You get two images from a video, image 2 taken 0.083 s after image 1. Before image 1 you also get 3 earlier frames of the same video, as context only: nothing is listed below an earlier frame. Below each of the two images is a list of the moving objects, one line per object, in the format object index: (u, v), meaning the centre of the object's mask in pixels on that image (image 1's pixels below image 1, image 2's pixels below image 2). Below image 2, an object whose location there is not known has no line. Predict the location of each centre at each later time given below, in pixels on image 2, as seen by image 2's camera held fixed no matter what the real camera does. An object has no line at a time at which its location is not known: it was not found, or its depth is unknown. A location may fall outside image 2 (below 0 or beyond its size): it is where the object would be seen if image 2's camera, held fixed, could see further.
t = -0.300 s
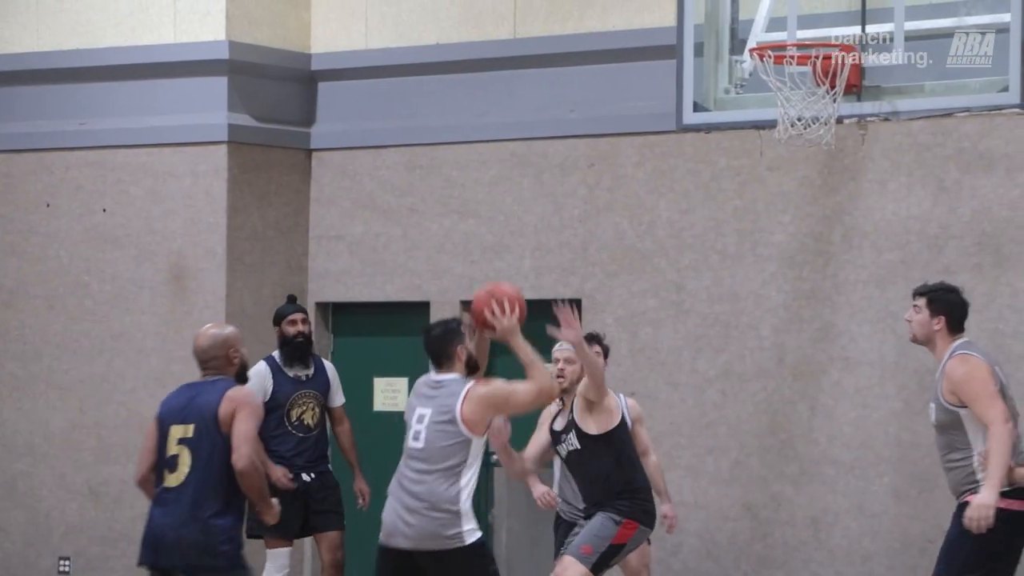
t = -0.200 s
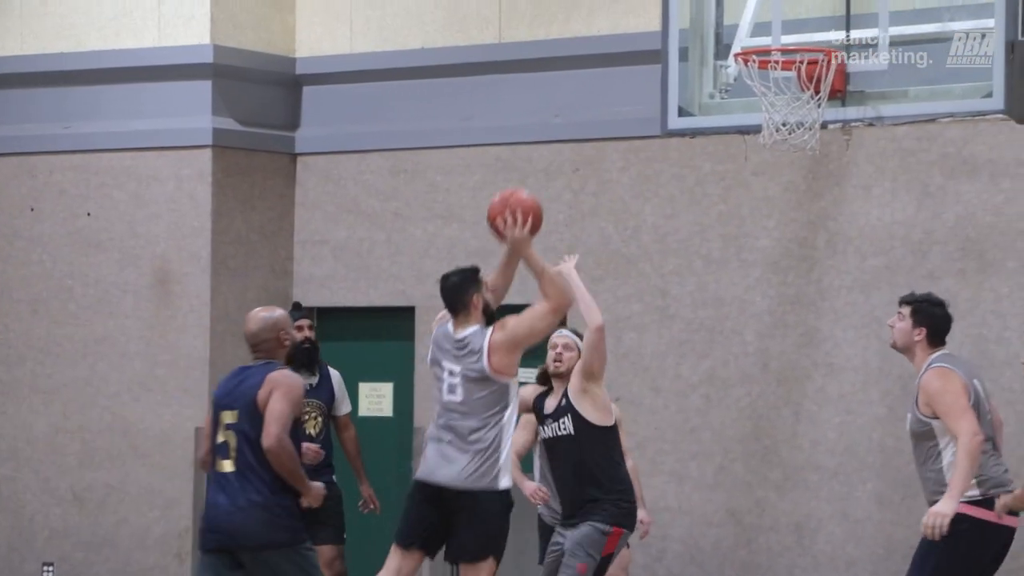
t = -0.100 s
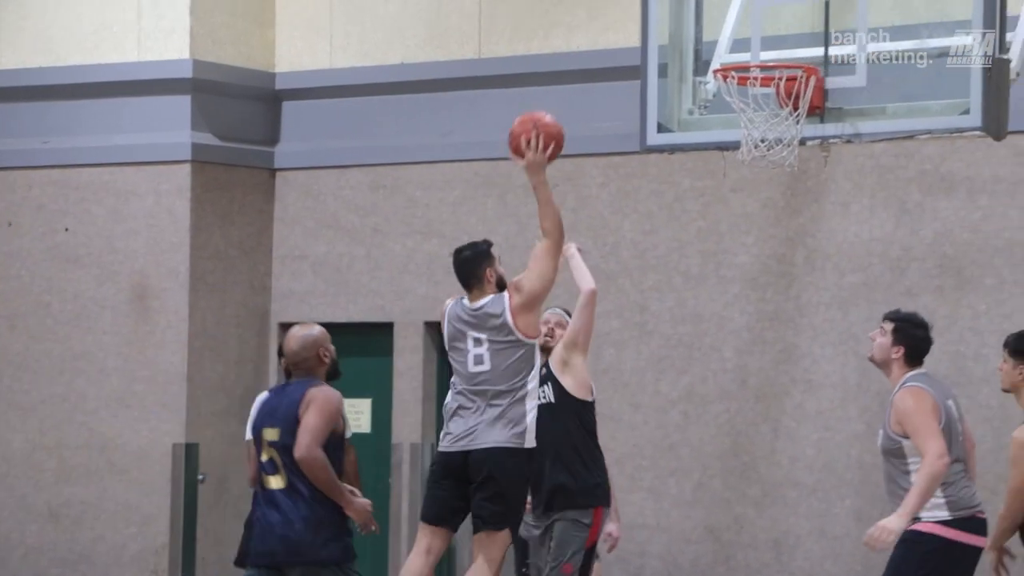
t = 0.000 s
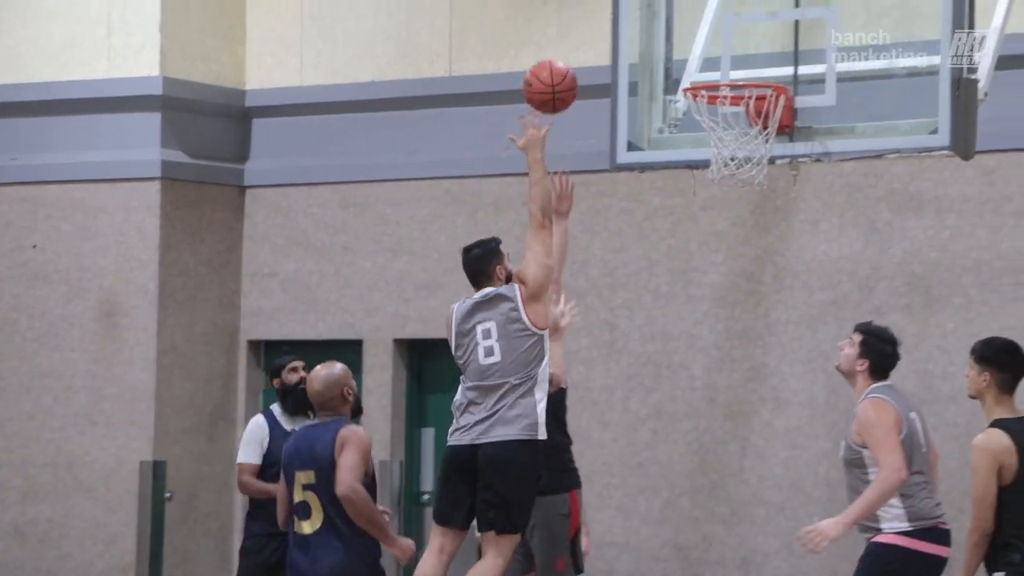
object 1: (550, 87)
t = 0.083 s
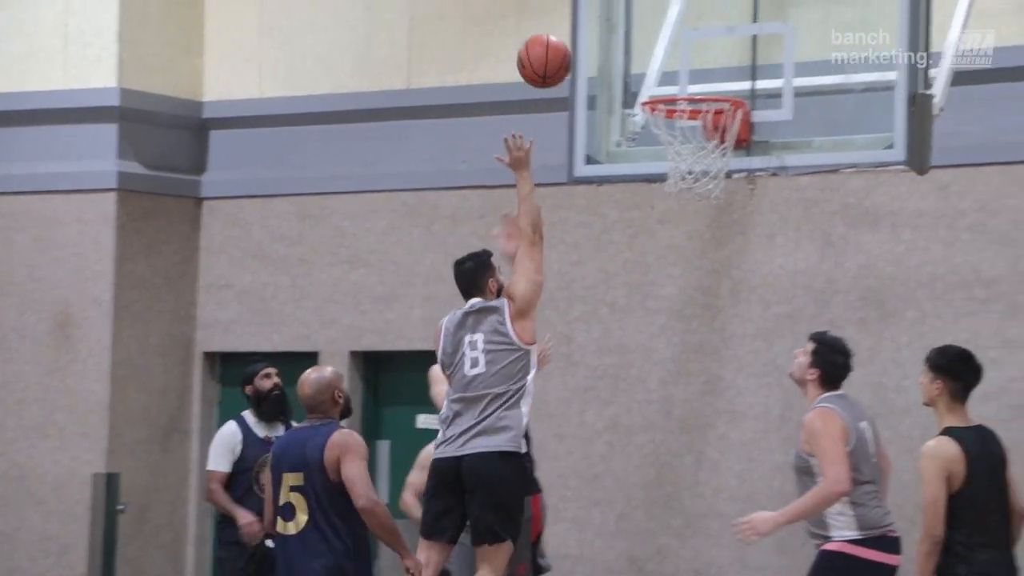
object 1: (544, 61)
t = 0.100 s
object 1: (551, 55)
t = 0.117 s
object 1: (559, 50)
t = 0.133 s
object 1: (566, 45)
